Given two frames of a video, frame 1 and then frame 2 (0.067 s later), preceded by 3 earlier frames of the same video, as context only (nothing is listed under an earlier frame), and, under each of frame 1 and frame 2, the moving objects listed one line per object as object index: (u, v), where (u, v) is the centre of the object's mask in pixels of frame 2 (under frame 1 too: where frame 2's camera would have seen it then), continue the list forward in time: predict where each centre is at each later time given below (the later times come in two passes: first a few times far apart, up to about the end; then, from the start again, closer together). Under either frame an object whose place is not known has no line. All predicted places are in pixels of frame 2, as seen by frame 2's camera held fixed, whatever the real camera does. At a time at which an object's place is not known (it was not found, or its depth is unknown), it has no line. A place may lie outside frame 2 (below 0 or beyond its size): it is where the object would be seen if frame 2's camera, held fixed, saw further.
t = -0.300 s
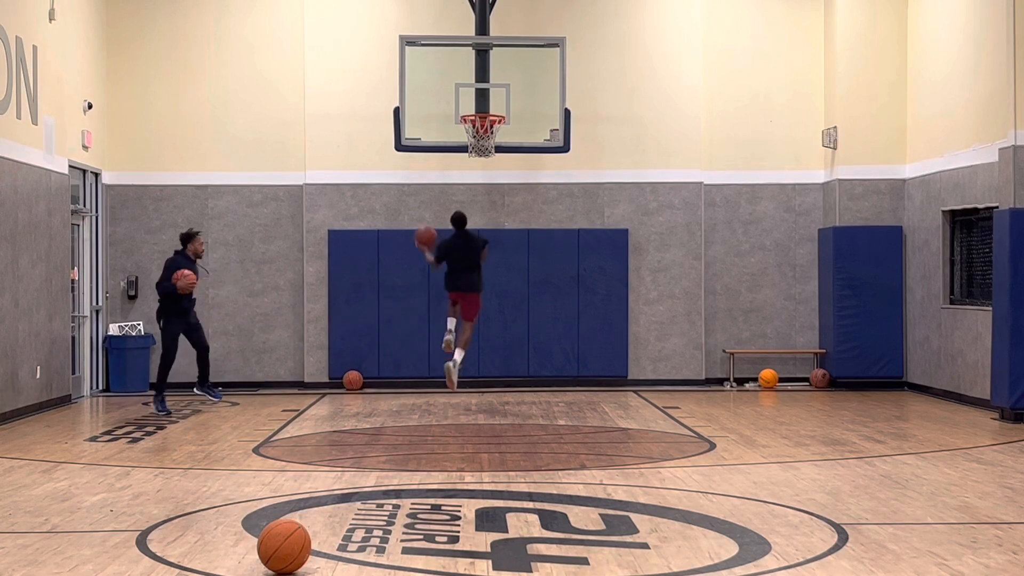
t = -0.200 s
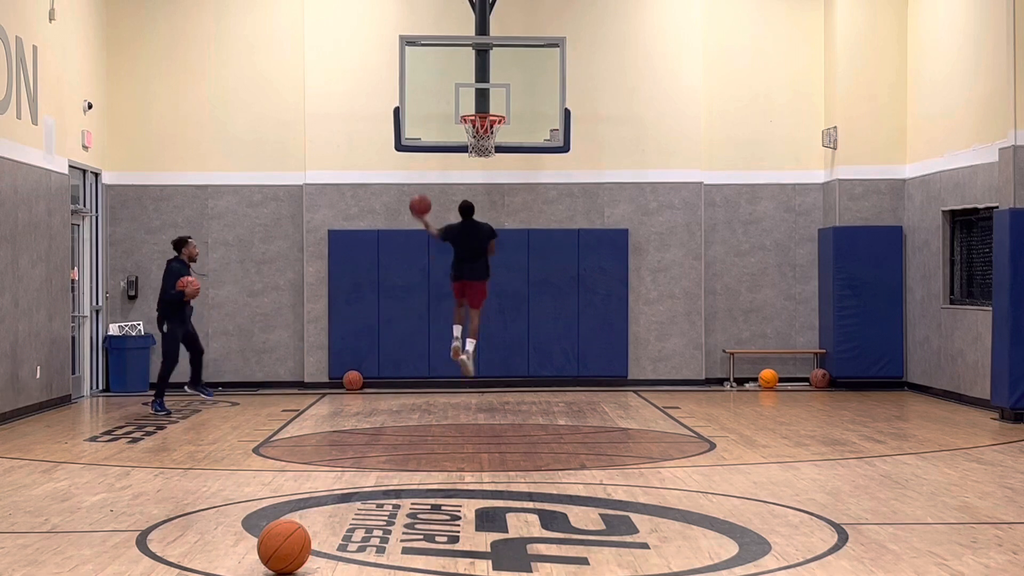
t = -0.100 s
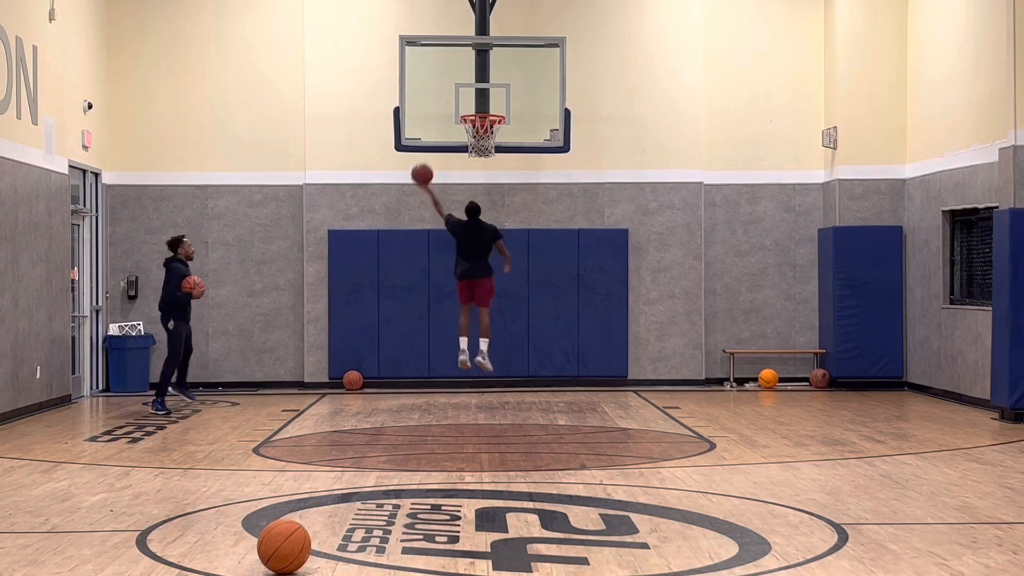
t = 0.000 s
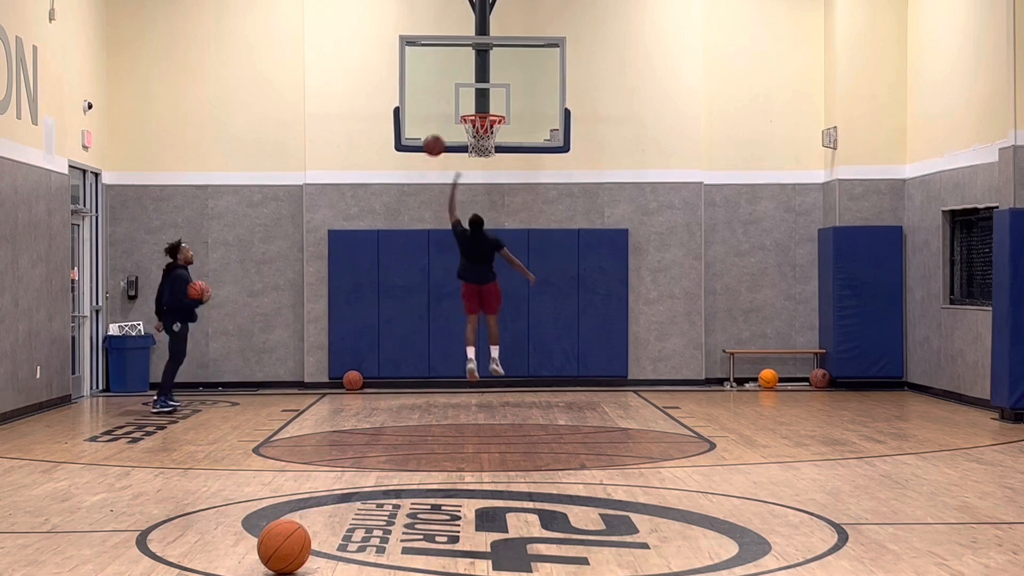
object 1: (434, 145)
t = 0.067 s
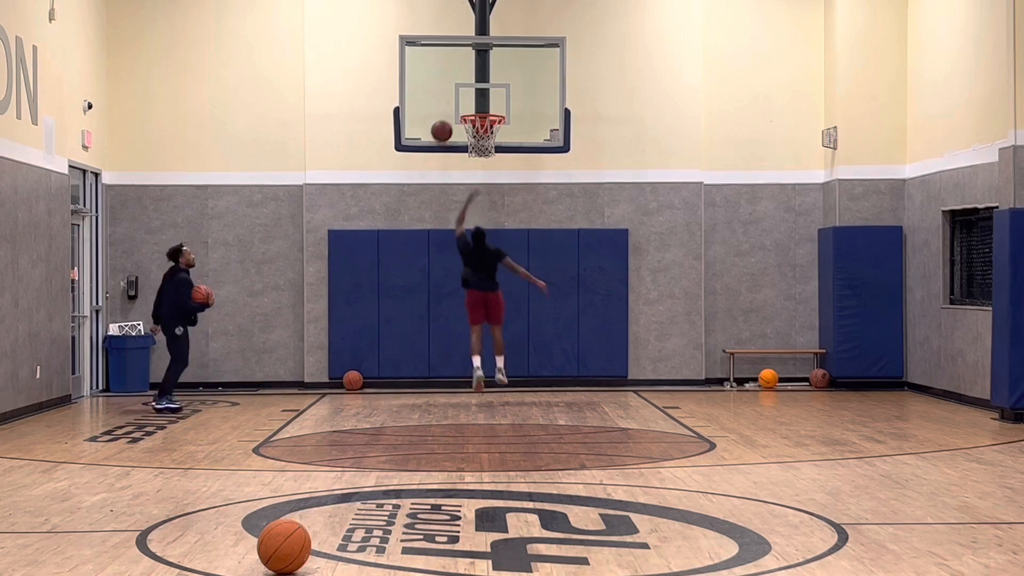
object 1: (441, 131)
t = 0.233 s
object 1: (453, 113)
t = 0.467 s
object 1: (433, 137)
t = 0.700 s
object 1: (414, 208)
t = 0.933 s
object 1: (394, 326)
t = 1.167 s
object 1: (381, 341)
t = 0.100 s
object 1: (445, 125)
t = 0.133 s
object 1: (449, 121)
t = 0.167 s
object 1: (451, 117)
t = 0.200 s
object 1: (454, 114)
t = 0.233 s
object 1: (453, 113)
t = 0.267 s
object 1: (451, 114)
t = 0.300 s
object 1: (448, 115)
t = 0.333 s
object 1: (445, 118)
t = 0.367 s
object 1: (442, 121)
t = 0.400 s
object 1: (439, 125)
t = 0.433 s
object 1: (436, 130)
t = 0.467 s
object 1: (433, 137)
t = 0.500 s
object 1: (430, 144)
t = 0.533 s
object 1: (427, 152)
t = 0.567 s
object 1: (424, 161)
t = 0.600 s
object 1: (422, 171)
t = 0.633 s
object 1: (419, 182)
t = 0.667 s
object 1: (416, 195)
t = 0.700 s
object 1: (414, 208)
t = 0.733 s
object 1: (411, 222)
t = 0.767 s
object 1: (407, 238)
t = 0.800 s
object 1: (405, 252)
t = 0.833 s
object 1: (402, 269)
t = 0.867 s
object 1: (399, 287)
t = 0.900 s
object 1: (396, 305)
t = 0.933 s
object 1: (394, 326)
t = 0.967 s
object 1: (391, 346)
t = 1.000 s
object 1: (388, 368)
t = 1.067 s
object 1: (384, 382)
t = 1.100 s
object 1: (383, 367)
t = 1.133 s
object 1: (382, 354)
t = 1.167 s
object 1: (381, 341)
